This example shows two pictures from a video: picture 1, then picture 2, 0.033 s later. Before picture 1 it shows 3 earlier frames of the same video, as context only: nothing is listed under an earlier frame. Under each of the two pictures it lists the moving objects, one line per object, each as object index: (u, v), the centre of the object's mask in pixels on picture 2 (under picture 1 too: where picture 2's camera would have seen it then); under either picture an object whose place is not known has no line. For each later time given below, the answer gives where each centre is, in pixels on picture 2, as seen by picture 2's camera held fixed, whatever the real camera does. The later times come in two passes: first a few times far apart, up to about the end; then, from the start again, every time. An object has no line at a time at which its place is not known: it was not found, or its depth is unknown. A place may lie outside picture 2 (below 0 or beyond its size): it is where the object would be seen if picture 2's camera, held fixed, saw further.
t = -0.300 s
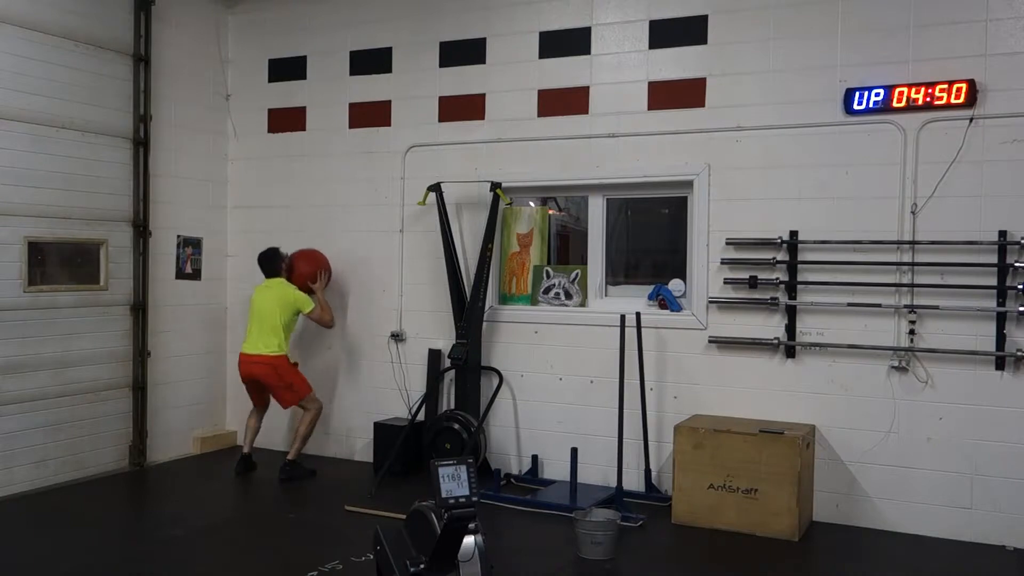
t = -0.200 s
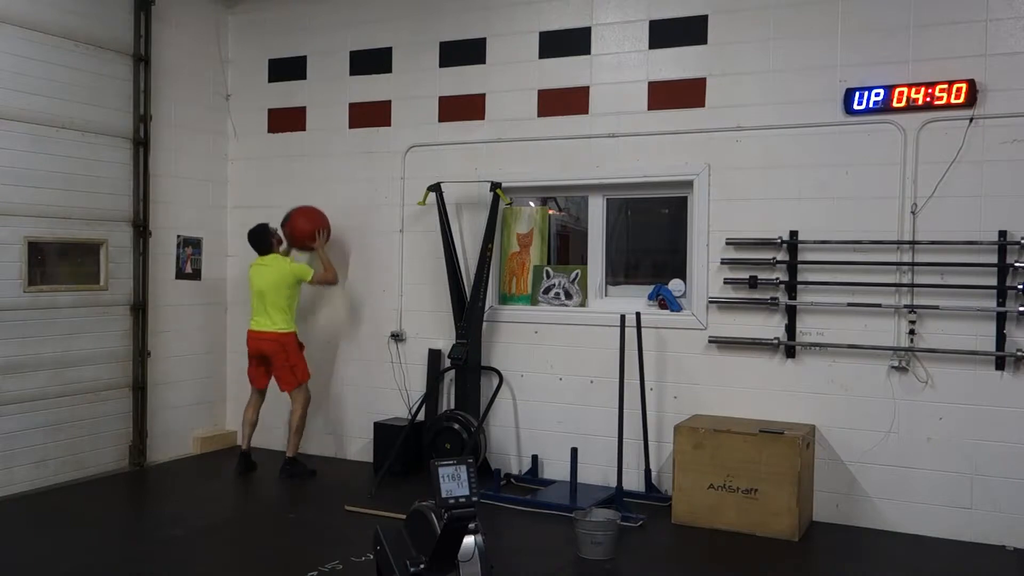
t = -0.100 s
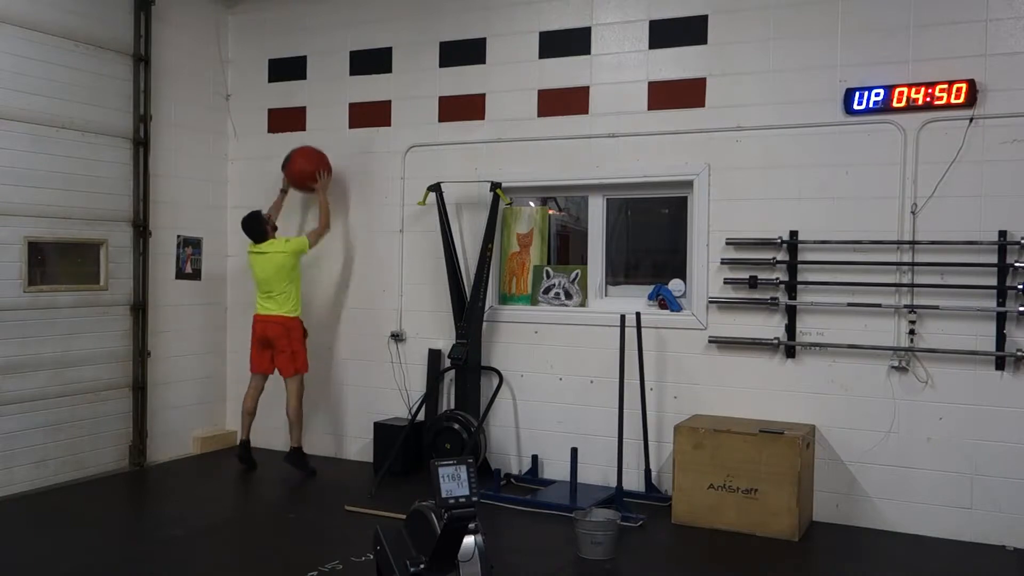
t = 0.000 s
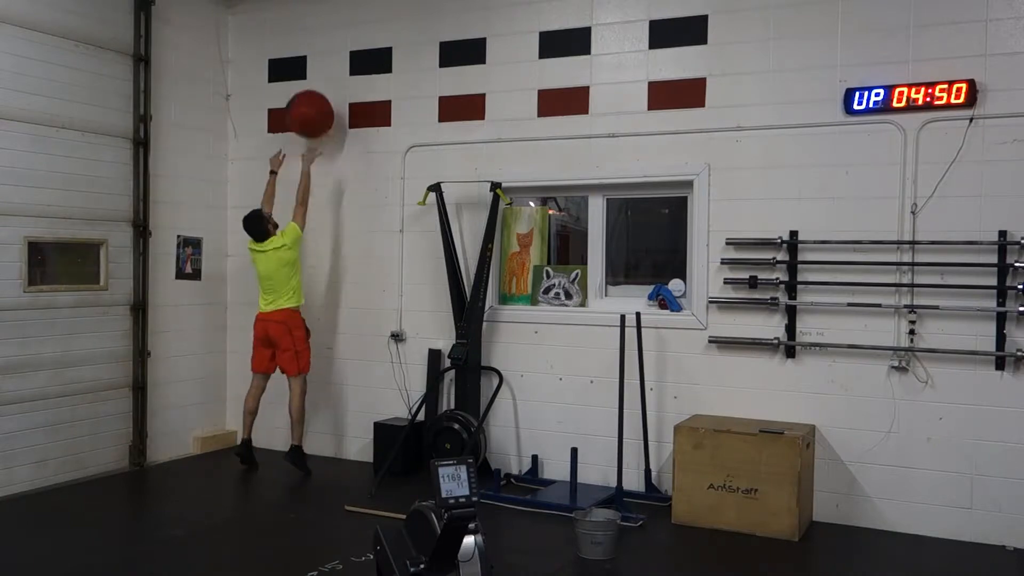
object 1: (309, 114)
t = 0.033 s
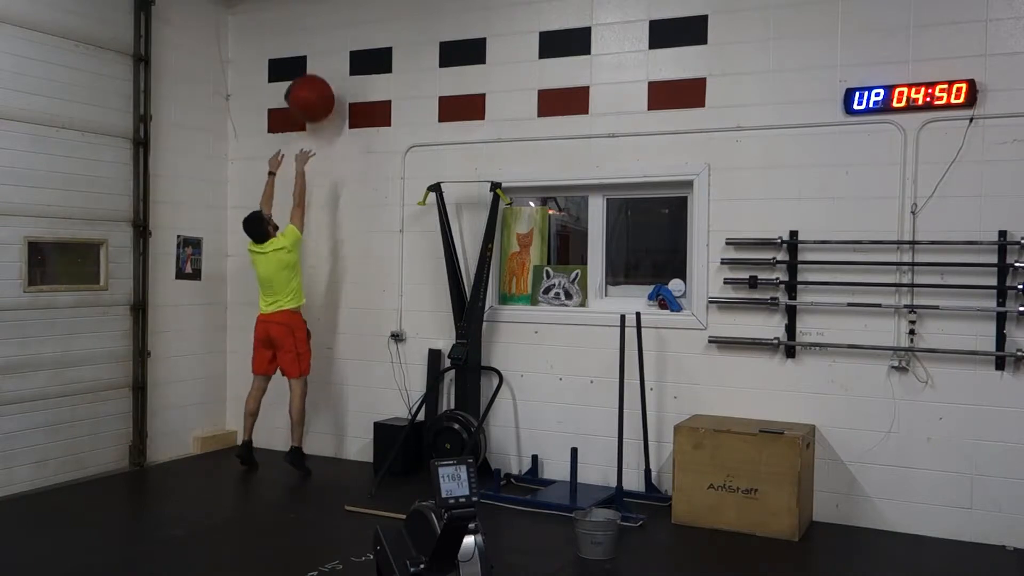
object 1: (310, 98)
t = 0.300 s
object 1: (315, 28)
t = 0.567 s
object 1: (305, 47)
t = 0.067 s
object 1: (311, 85)
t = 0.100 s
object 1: (313, 72)
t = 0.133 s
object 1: (313, 61)
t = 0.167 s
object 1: (313, 51)
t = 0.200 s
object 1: (314, 43)
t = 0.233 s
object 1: (315, 37)
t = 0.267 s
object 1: (315, 31)
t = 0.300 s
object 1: (315, 28)
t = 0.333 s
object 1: (314, 26)
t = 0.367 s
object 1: (313, 25)
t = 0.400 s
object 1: (312, 25)
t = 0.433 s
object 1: (310, 27)
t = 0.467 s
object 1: (309, 30)
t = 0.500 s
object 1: (308, 34)
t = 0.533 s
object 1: (307, 40)
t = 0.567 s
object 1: (305, 47)
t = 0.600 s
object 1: (304, 56)
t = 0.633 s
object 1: (303, 66)
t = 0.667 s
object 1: (301, 78)
